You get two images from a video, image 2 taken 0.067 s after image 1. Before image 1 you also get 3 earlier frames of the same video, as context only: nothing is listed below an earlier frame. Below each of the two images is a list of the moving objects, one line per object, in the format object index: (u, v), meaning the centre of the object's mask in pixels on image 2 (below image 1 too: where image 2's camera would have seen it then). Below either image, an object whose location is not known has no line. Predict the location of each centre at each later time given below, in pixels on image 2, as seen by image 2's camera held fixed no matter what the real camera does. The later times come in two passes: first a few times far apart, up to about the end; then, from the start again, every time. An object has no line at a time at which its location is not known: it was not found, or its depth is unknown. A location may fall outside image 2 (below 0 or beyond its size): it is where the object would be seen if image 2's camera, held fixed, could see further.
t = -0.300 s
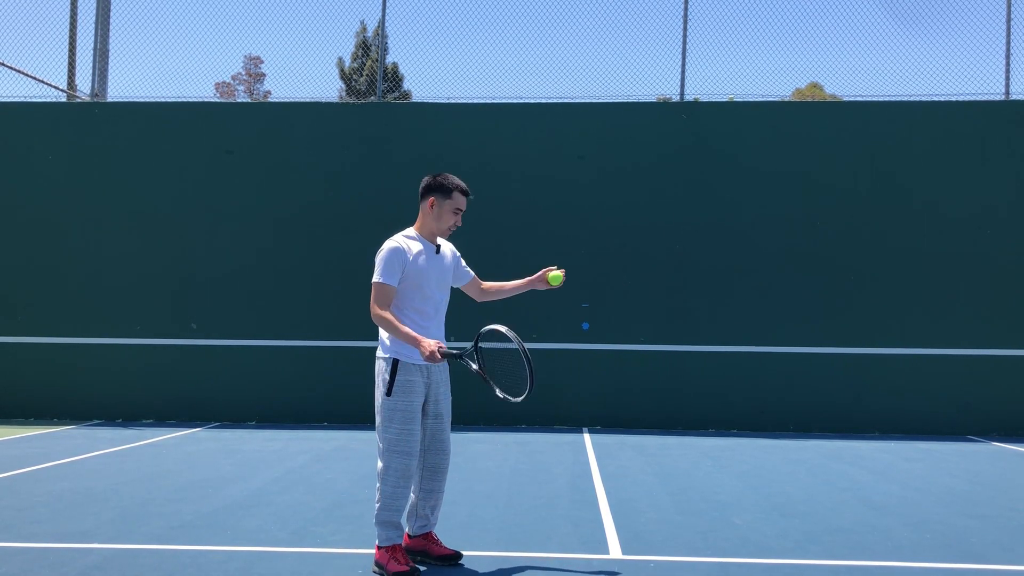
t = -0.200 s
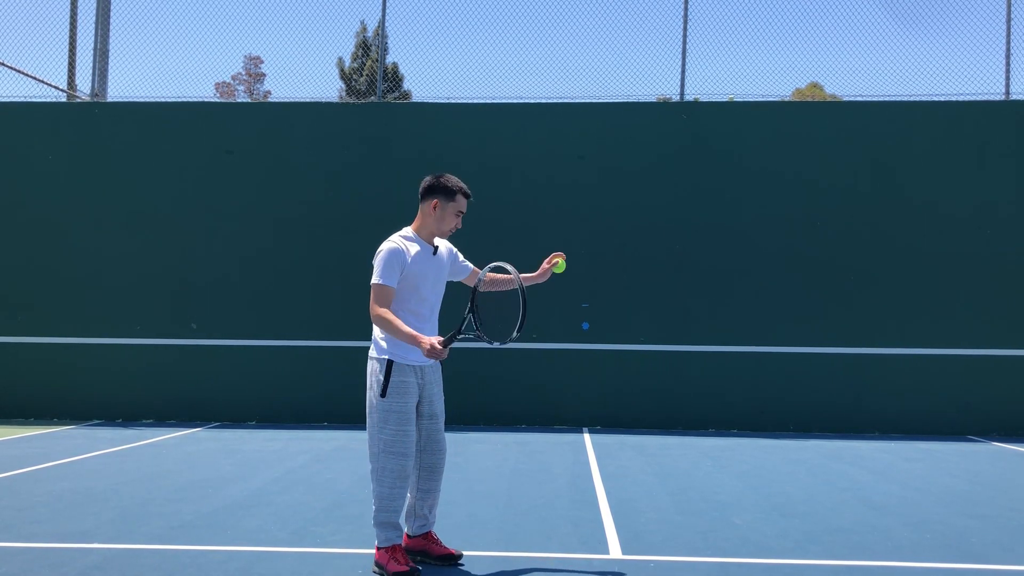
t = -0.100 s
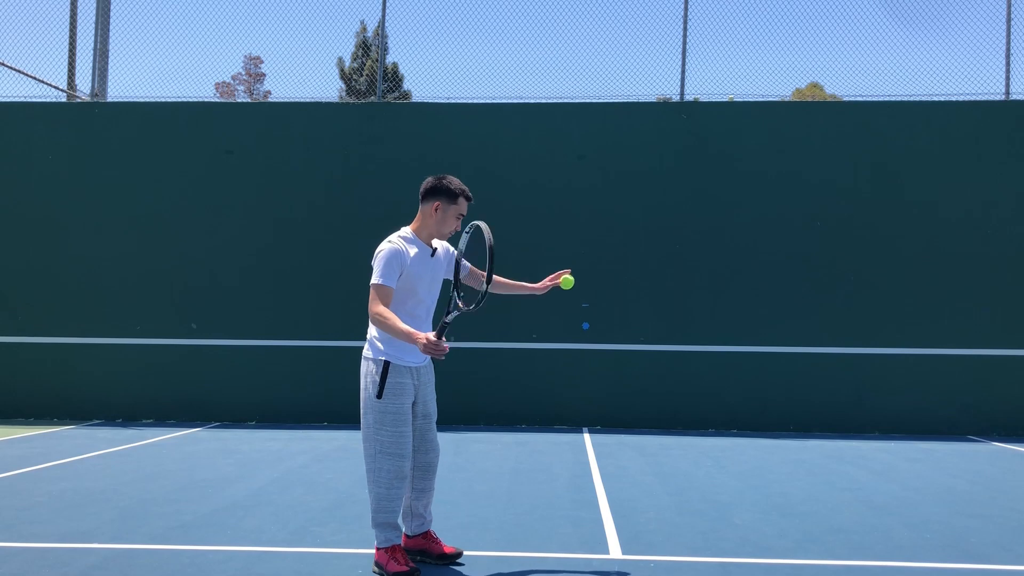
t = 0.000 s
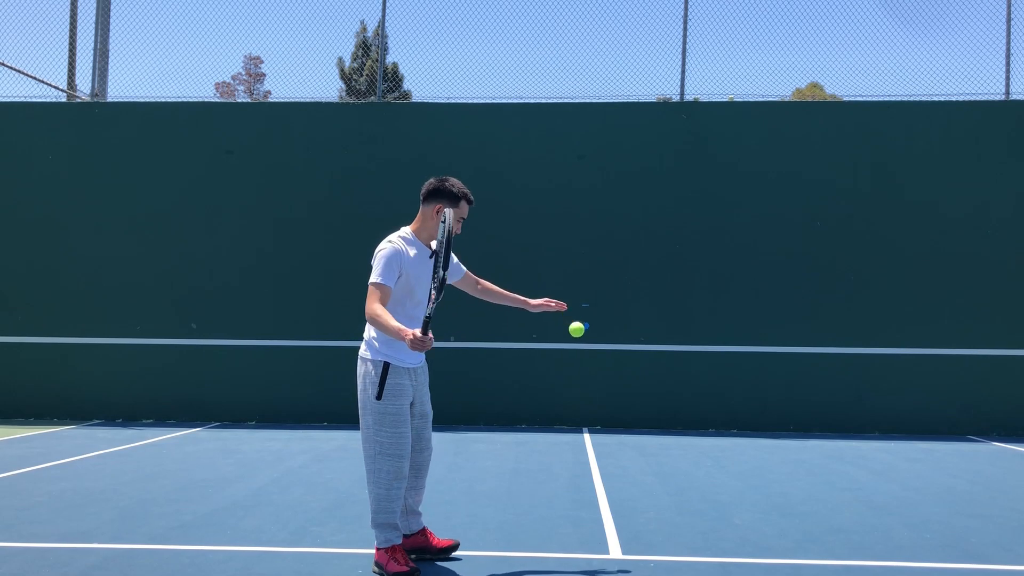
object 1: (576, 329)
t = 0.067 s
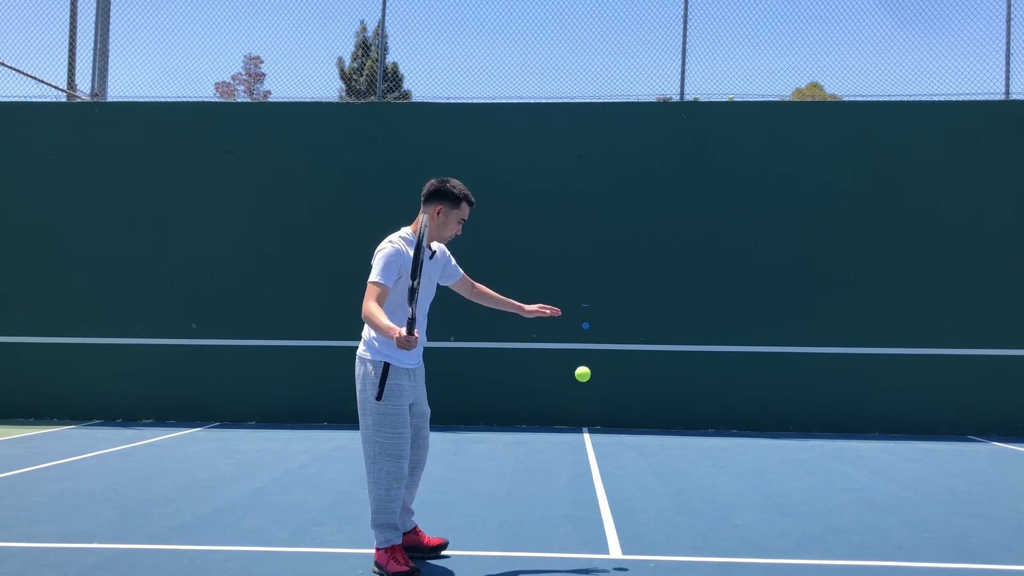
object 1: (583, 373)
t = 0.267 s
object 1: (600, 546)
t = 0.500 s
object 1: (609, 392)
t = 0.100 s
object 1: (586, 400)
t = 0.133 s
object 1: (589, 428)
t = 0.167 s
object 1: (592, 459)
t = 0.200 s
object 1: (595, 492)
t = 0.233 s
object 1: (598, 528)
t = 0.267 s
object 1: (600, 546)
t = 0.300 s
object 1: (601, 516)
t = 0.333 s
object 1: (603, 488)
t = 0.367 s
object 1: (604, 463)
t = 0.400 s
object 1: (605, 441)
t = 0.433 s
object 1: (607, 422)
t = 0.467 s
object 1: (608, 406)
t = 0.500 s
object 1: (609, 392)
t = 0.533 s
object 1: (610, 381)
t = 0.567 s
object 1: (611, 372)
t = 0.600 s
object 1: (612, 366)
